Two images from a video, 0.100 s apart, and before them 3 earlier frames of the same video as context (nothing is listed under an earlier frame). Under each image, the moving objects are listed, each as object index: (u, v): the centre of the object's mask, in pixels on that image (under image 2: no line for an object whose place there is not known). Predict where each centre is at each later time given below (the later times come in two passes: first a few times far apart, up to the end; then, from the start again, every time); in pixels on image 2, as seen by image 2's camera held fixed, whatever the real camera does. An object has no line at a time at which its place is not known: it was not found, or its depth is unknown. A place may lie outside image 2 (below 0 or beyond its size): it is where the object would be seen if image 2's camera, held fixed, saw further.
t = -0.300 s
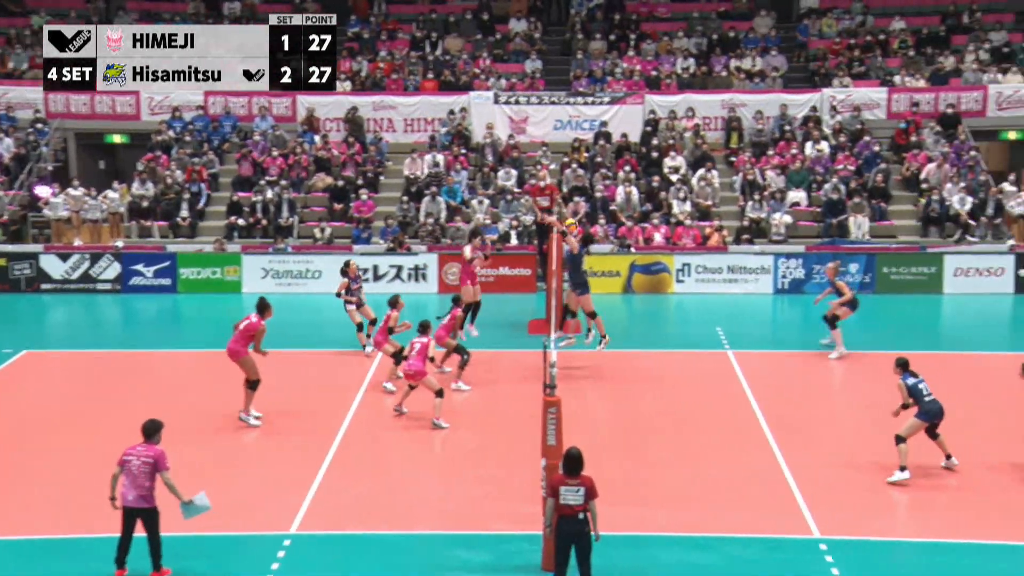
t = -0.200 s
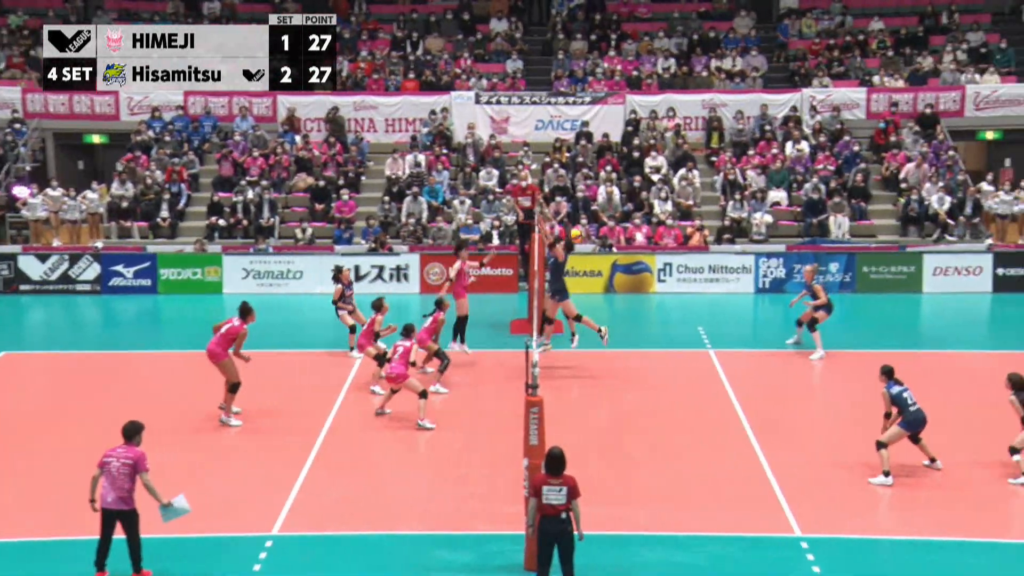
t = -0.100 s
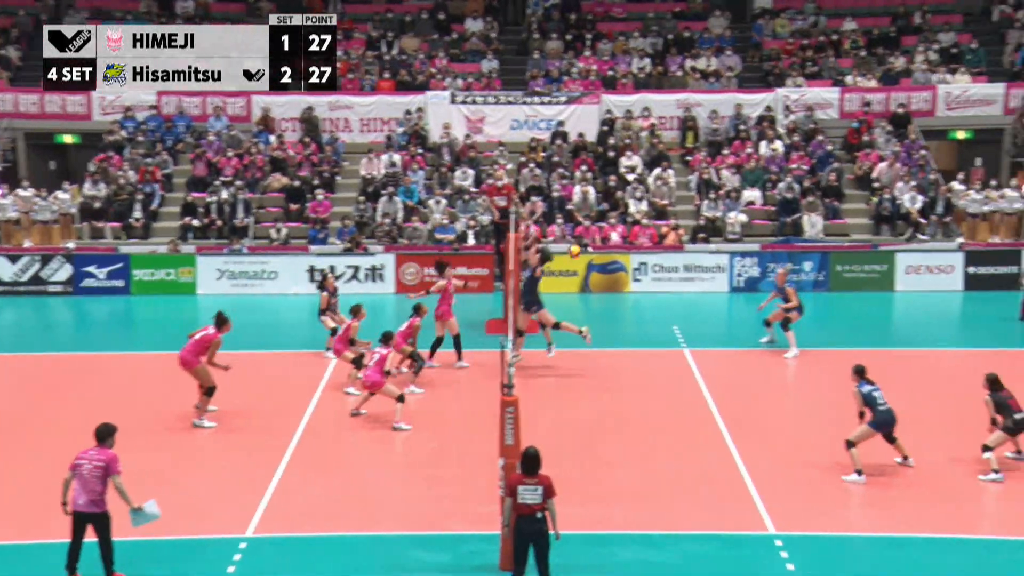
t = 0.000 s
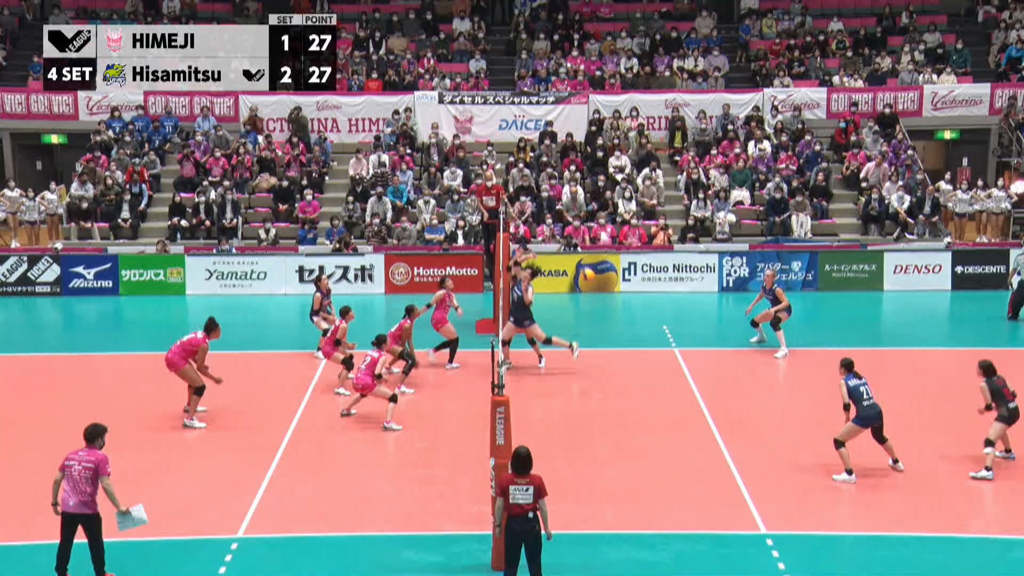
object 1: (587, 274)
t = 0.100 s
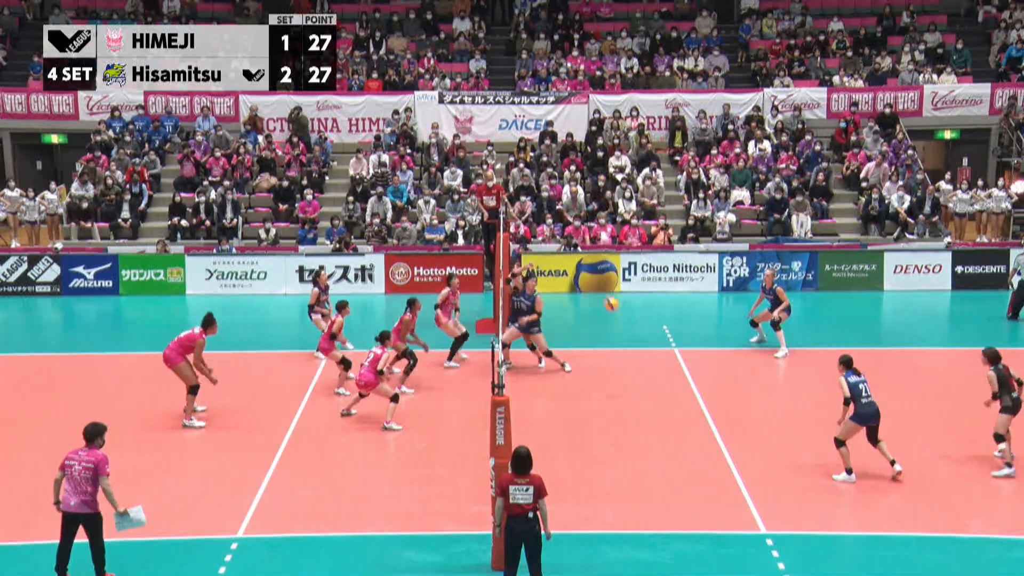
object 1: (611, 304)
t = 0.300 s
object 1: (658, 378)
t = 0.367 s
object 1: (671, 388)
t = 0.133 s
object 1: (619, 314)
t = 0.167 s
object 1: (626, 326)
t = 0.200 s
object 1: (635, 339)
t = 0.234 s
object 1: (643, 351)
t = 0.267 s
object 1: (649, 364)
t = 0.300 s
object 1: (658, 378)
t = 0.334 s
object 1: (666, 396)
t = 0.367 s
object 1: (671, 388)
